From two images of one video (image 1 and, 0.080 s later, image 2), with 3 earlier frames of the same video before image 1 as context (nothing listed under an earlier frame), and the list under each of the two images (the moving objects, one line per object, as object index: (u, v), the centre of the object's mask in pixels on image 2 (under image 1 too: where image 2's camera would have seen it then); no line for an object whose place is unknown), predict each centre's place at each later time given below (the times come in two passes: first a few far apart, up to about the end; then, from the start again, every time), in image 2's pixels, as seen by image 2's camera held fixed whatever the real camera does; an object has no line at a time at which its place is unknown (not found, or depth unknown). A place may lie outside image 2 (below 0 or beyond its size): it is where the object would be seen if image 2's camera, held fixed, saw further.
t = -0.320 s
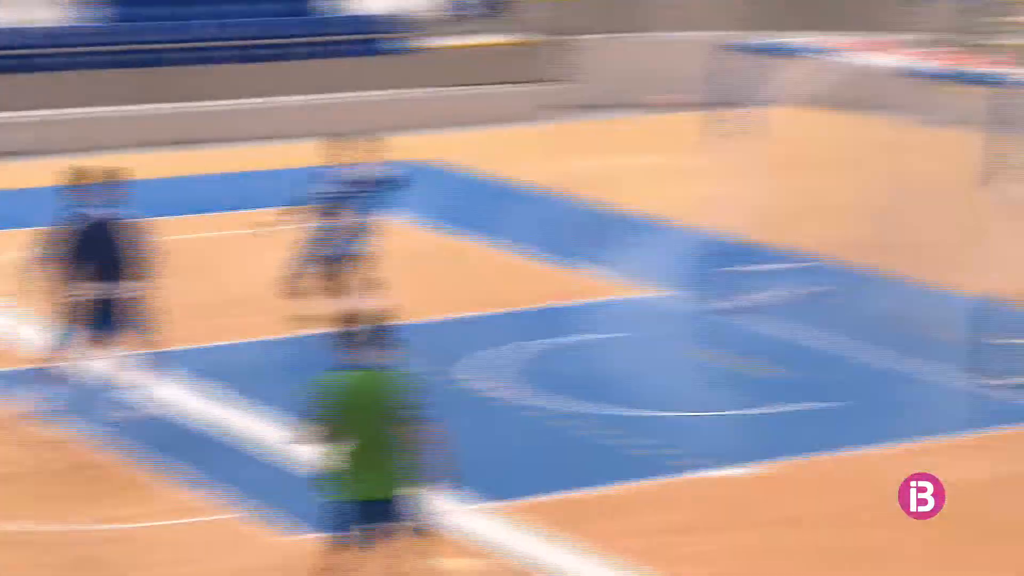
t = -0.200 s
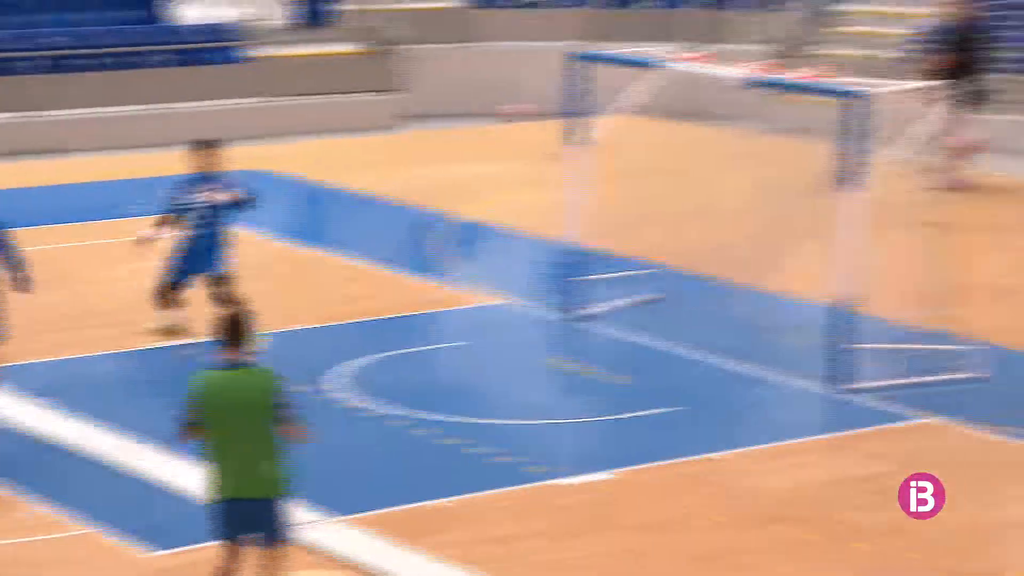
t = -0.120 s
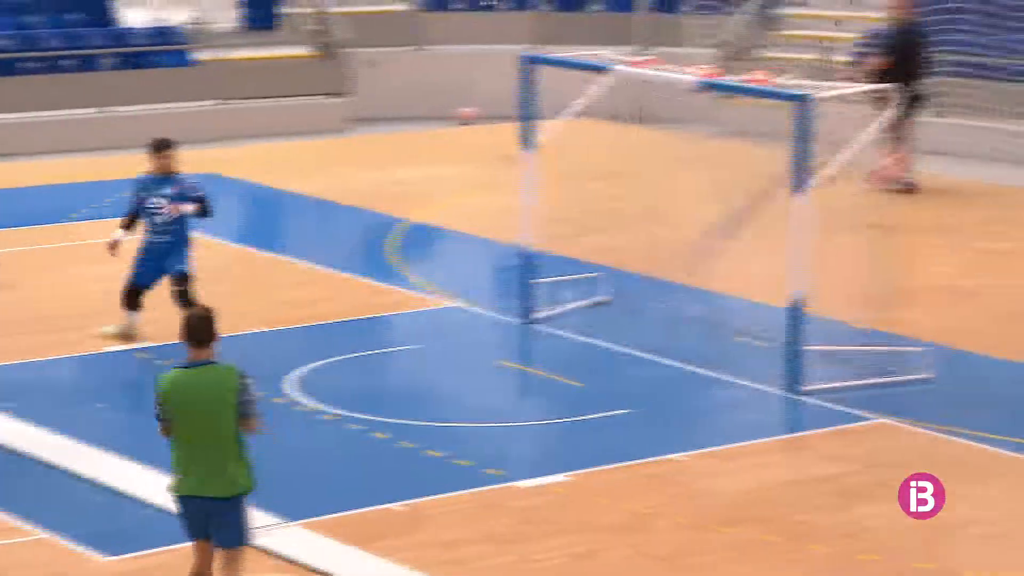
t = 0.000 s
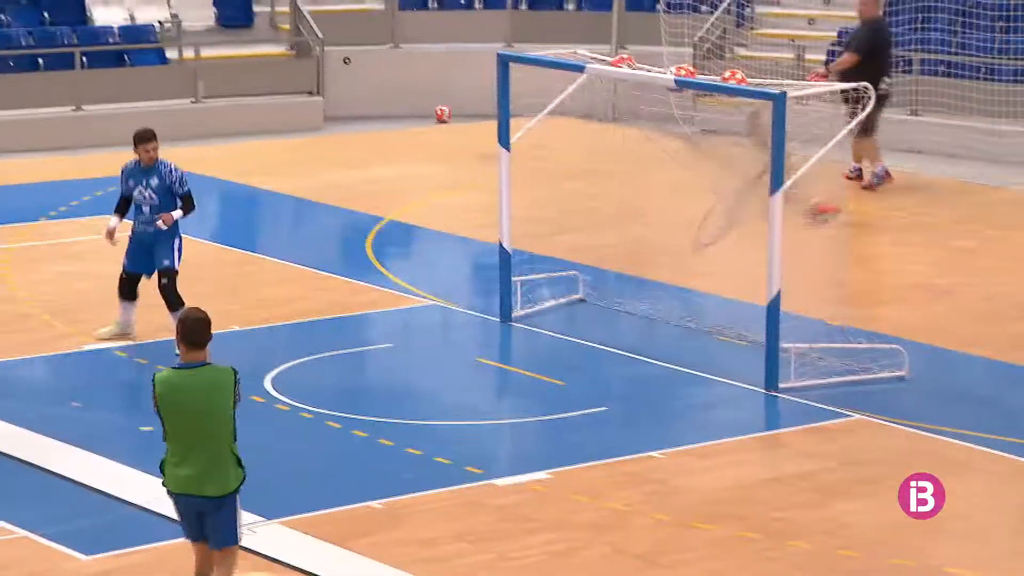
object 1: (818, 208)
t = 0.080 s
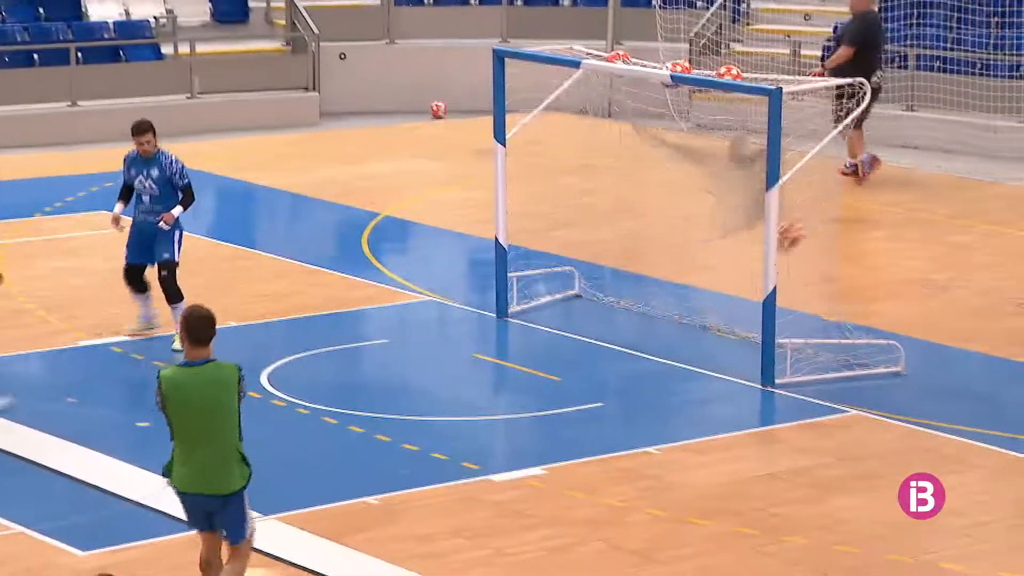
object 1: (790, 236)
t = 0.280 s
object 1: (713, 351)
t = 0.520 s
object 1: (644, 307)
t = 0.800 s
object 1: (564, 332)
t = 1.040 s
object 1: (496, 340)
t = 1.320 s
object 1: (421, 352)
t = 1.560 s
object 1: (358, 356)
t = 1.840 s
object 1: (284, 356)
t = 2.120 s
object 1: (211, 358)
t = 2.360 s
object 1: (148, 358)
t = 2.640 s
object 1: (75, 359)
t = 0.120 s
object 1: (782, 255)
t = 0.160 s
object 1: (754, 279)
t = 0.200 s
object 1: (741, 302)
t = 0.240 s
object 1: (728, 324)
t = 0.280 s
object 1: (713, 351)
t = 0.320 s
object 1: (701, 351)
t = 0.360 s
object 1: (688, 338)
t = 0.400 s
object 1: (678, 328)
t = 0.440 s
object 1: (666, 319)
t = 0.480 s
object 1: (656, 312)
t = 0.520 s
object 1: (644, 307)
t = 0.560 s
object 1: (633, 304)
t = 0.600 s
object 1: (620, 303)
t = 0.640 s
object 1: (609, 305)
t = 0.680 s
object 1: (597, 309)
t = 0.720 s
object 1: (586, 314)
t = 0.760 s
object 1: (575, 322)
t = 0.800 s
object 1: (564, 332)
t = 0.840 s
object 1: (551, 346)
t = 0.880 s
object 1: (541, 355)
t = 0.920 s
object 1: (529, 350)
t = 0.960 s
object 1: (518, 344)
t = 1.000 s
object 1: (507, 341)
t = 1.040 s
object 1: (496, 340)
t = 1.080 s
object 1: (486, 341)
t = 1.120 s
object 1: (476, 343)
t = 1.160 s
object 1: (465, 349)
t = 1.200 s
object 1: (454, 356)
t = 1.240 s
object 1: (443, 354)
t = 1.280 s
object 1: (432, 352)
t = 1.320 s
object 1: (421, 352)
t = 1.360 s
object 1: (411, 355)
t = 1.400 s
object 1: (401, 356)
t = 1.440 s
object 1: (389, 355)
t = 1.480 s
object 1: (379, 356)
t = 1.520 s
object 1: (368, 357)
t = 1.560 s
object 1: (358, 356)
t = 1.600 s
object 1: (347, 356)
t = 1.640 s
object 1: (338, 357)
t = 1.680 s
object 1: (325, 356)
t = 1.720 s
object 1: (316, 356)
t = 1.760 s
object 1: (305, 356)
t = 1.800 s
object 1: (295, 356)
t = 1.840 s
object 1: (284, 356)
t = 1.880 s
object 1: (273, 356)
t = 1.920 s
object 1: (264, 356)
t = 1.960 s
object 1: (252, 357)
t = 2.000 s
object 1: (242, 357)
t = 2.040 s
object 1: (232, 357)
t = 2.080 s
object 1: (221, 357)
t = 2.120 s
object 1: (211, 358)
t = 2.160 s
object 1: (201, 357)
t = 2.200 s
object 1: (190, 357)
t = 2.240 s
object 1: (180, 358)
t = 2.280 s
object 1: (169, 357)
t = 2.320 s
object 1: (159, 357)
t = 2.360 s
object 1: (148, 358)
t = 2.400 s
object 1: (138, 358)
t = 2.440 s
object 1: (128, 357)
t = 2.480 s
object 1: (118, 358)
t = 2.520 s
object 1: (108, 358)
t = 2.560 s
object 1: (97, 358)
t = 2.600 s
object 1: (86, 359)
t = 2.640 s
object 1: (75, 359)
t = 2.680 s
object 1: (65, 360)
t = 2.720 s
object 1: (55, 360)
